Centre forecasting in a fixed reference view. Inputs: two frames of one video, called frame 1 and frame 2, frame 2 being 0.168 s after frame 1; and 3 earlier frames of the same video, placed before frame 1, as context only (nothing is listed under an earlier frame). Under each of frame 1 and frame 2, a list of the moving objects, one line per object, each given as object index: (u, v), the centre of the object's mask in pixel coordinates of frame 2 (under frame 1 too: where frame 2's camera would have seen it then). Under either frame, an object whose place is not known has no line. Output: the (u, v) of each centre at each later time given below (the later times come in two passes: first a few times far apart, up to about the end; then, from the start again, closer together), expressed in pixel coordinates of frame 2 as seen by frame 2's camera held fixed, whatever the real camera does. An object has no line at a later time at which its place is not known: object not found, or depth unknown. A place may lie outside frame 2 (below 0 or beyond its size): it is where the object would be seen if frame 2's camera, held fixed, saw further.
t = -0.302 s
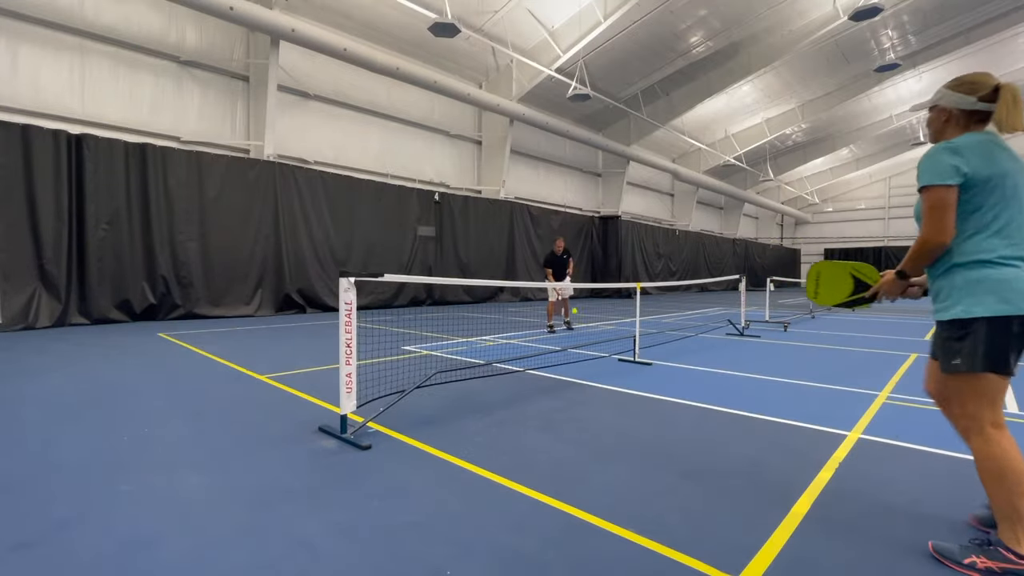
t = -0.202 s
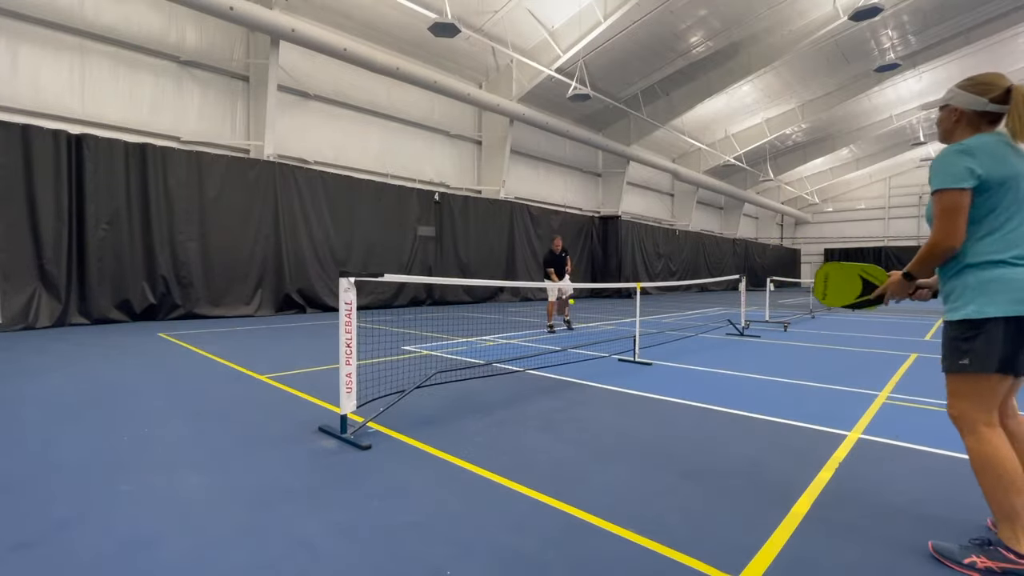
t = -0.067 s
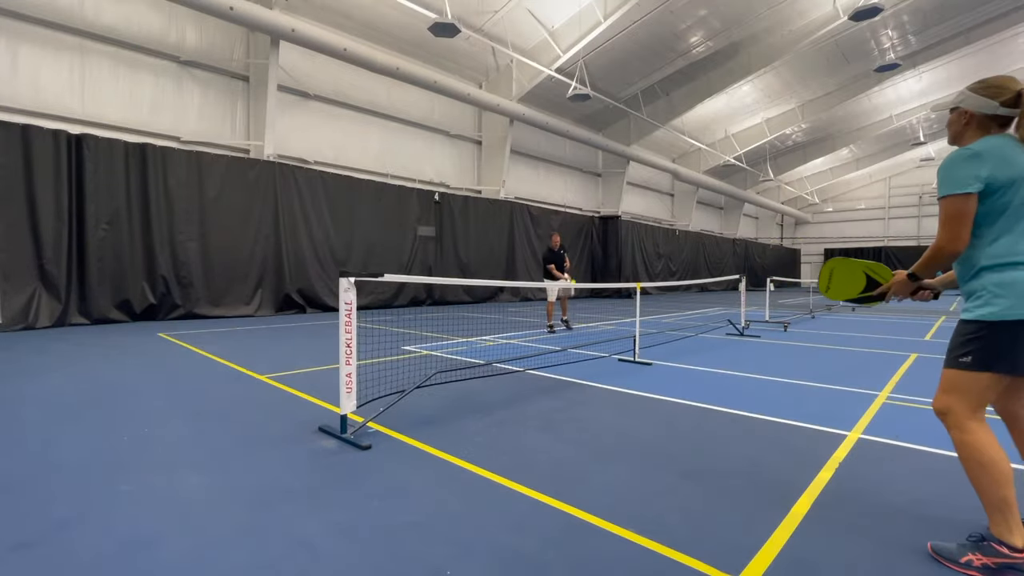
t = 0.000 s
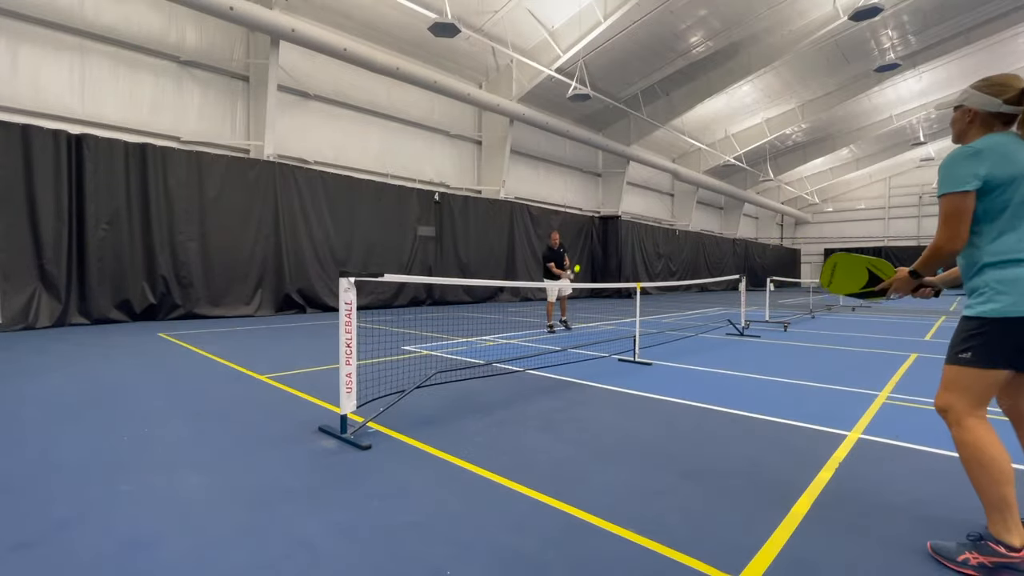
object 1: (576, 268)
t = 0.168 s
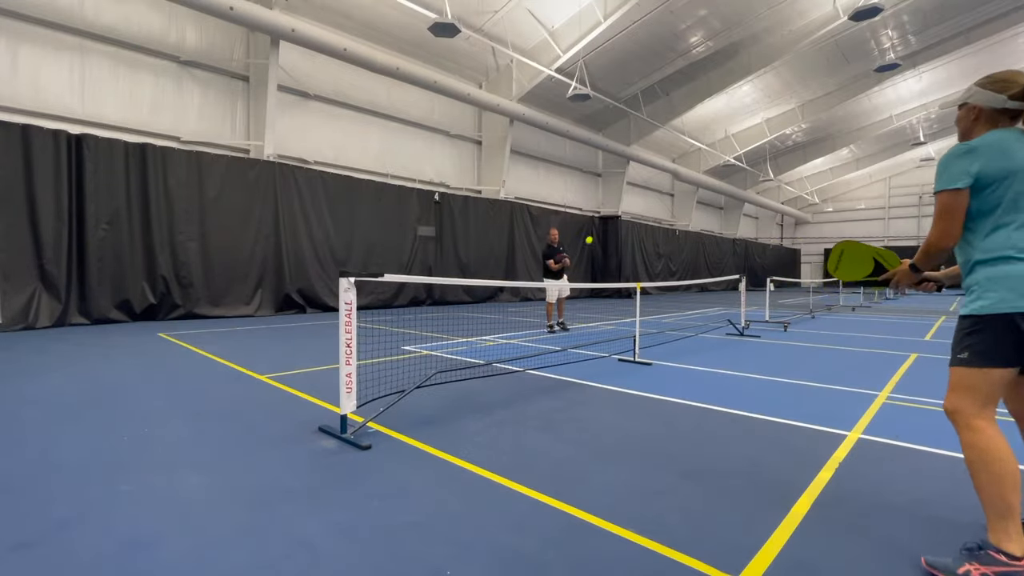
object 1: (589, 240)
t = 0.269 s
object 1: (598, 230)
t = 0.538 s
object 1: (631, 250)
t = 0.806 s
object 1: (692, 406)
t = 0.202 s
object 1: (592, 236)
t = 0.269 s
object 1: (598, 230)
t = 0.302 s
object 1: (601, 228)
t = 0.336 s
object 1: (605, 228)
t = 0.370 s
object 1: (608, 228)
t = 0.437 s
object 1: (617, 232)
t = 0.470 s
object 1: (621, 236)
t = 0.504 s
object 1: (626, 242)
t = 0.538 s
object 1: (631, 250)
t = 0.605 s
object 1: (643, 271)
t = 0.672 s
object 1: (657, 301)
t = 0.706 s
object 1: (665, 321)
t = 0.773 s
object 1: (682, 373)
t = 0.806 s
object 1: (692, 406)
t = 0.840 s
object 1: (703, 442)
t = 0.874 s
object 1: (712, 435)
